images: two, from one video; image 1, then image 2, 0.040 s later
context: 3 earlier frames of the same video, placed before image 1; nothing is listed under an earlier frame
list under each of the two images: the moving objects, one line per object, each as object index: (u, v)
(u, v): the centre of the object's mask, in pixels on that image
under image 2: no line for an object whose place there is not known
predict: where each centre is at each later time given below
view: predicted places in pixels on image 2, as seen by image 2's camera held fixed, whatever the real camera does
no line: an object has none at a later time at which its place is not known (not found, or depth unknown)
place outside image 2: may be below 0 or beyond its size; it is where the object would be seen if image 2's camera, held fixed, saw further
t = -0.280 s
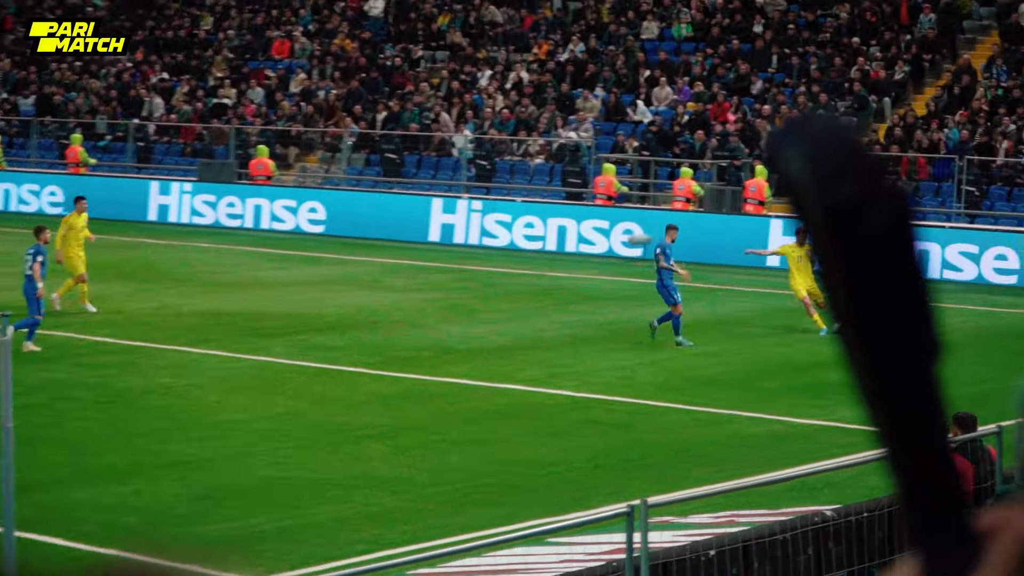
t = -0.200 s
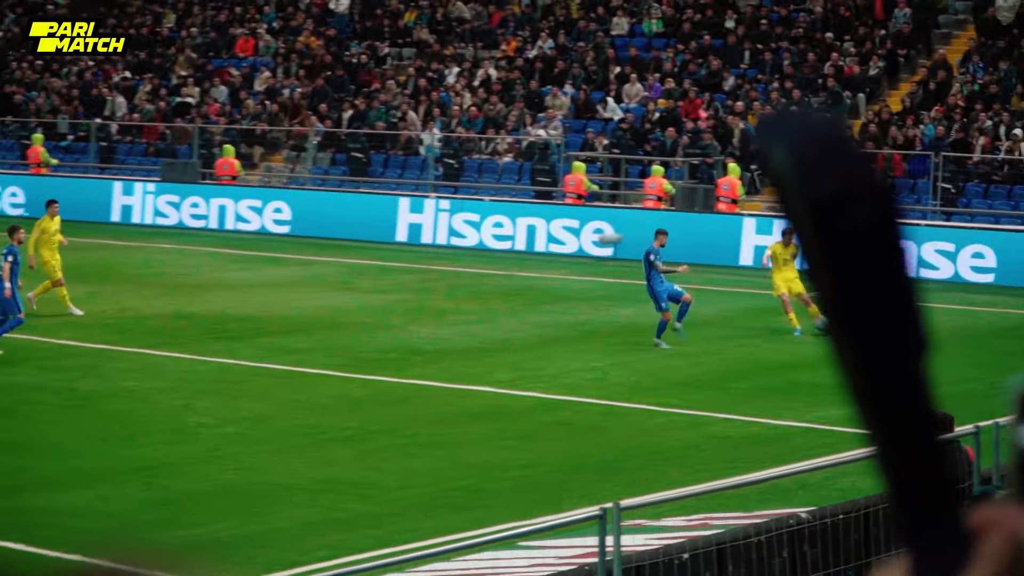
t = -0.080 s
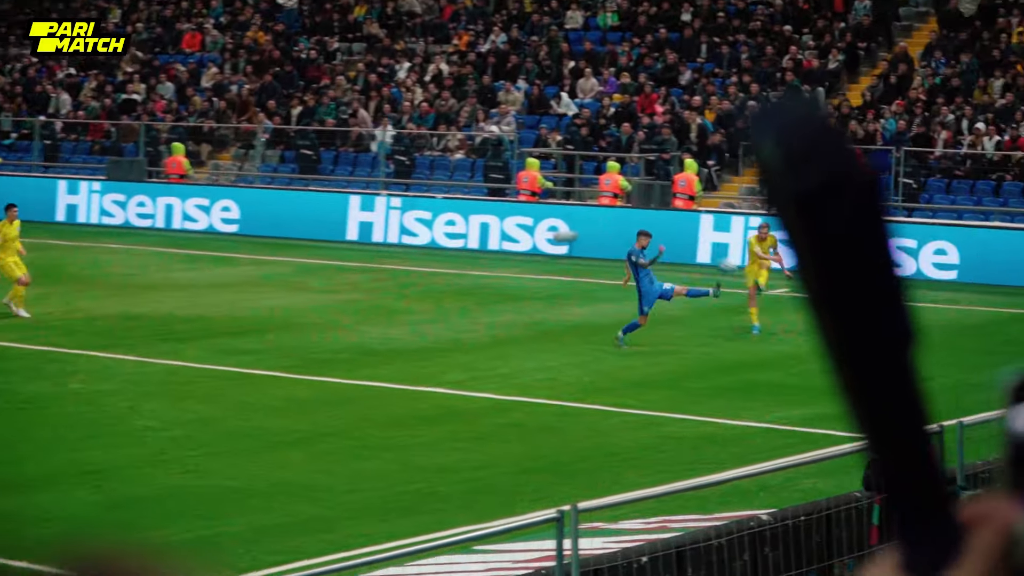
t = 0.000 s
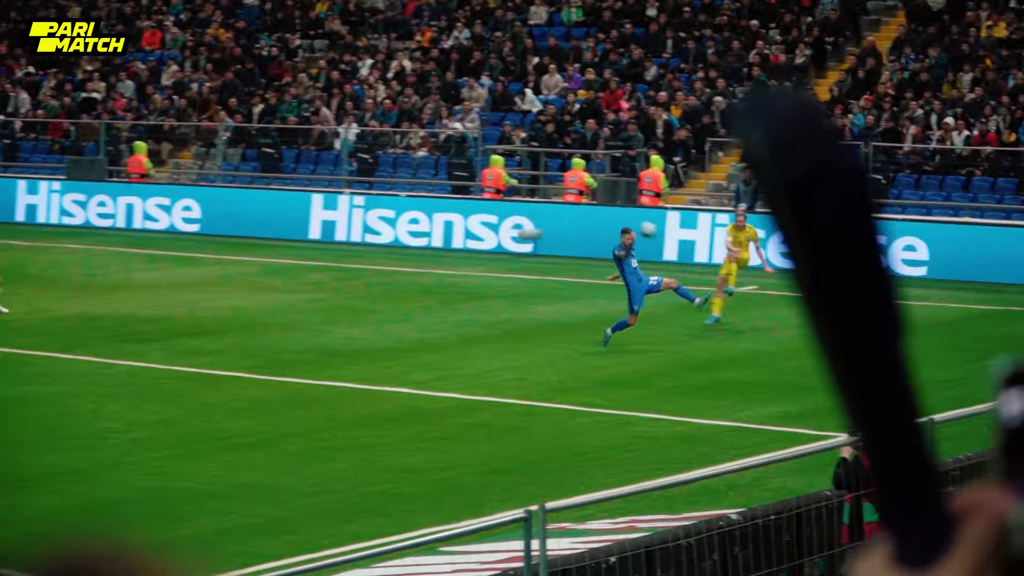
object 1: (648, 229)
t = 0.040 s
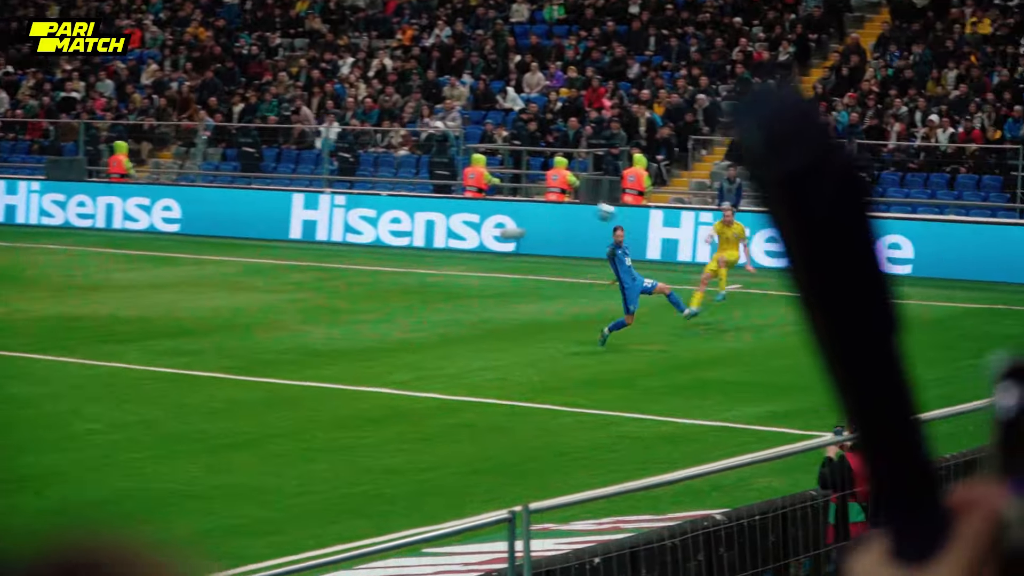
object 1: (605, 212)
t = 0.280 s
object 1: (417, 138)
